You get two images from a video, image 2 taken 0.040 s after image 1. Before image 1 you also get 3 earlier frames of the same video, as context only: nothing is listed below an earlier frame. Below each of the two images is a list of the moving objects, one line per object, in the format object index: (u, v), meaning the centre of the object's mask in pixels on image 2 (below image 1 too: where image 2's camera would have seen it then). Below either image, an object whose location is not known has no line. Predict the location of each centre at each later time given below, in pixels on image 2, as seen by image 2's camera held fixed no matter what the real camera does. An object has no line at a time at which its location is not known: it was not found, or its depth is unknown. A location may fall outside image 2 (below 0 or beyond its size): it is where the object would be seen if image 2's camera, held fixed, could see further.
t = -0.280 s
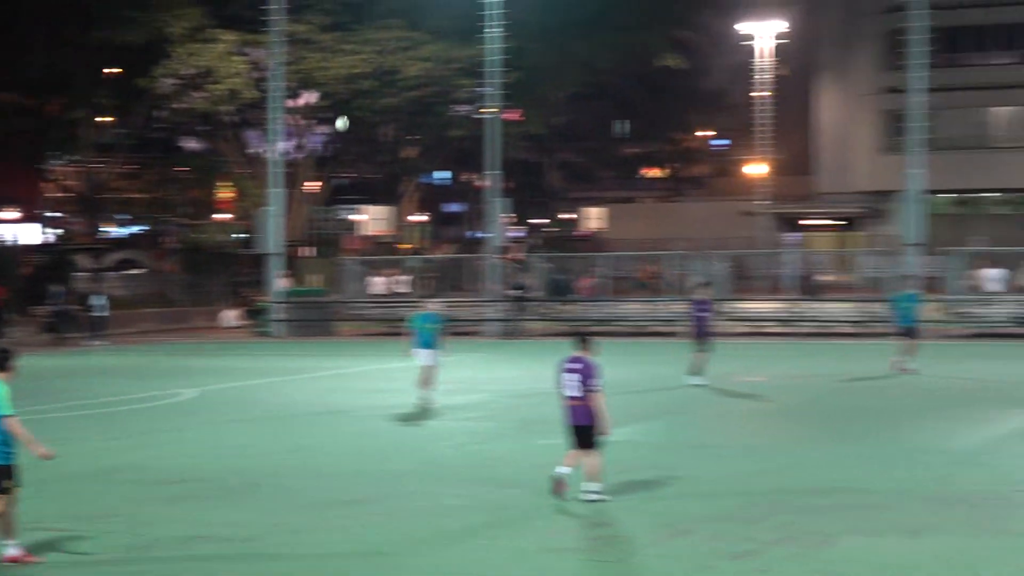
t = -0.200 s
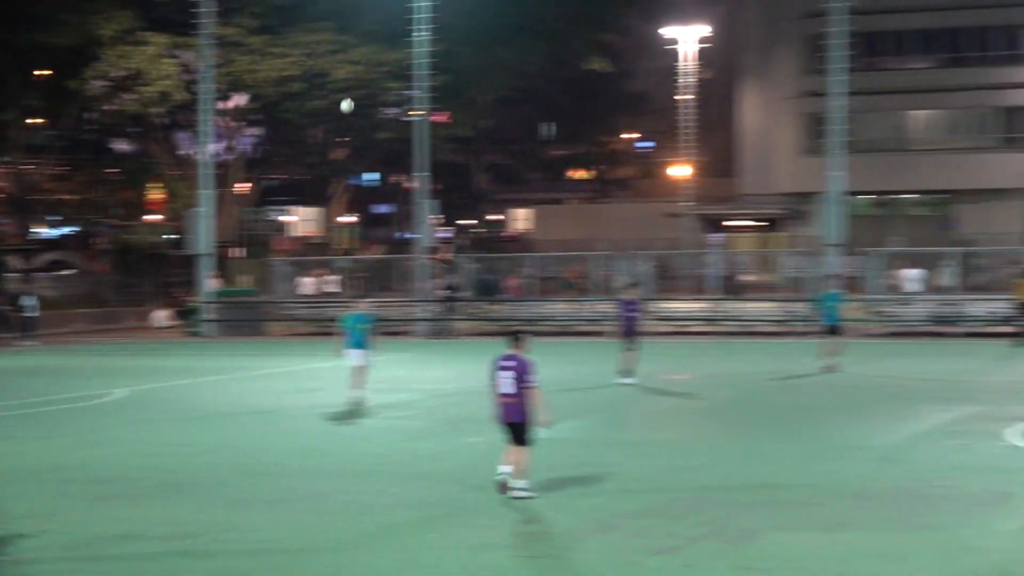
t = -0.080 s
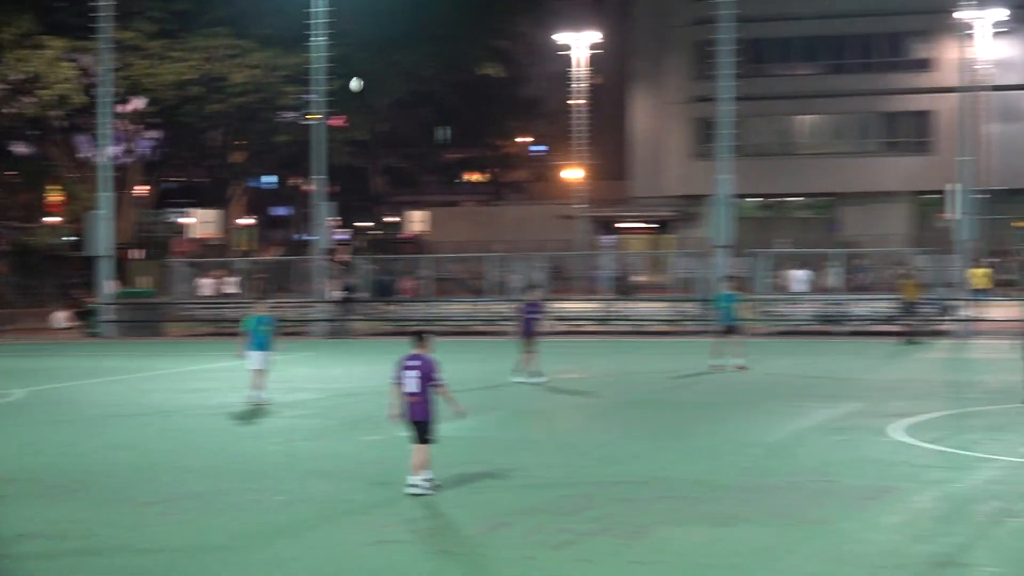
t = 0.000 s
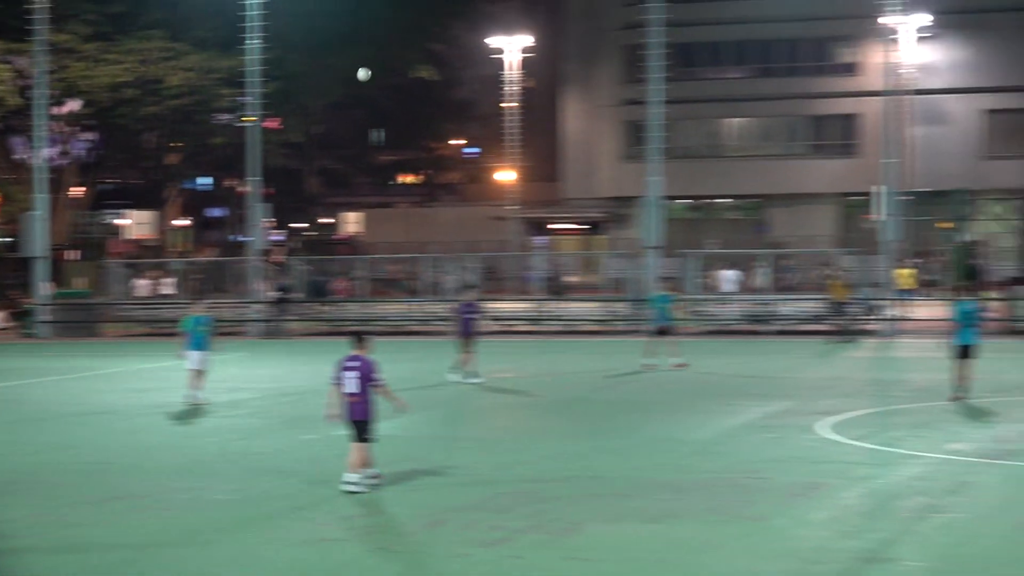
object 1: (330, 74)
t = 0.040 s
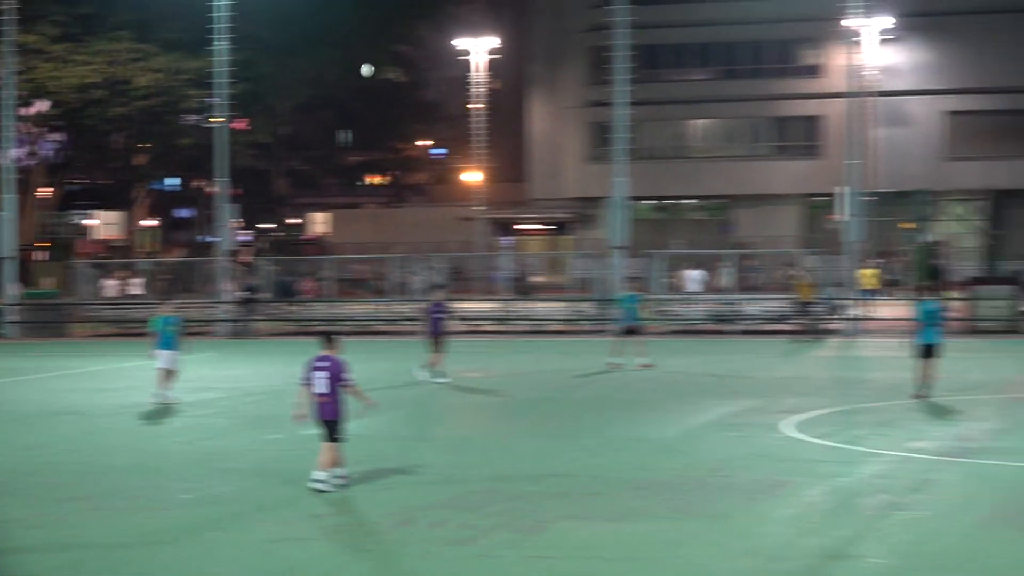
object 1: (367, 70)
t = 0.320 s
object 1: (617, 52)
